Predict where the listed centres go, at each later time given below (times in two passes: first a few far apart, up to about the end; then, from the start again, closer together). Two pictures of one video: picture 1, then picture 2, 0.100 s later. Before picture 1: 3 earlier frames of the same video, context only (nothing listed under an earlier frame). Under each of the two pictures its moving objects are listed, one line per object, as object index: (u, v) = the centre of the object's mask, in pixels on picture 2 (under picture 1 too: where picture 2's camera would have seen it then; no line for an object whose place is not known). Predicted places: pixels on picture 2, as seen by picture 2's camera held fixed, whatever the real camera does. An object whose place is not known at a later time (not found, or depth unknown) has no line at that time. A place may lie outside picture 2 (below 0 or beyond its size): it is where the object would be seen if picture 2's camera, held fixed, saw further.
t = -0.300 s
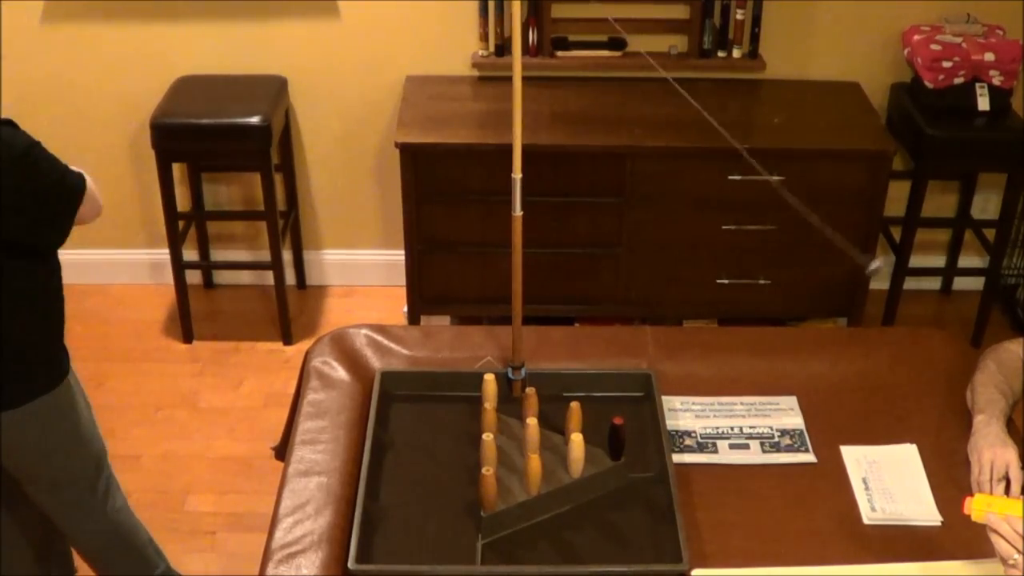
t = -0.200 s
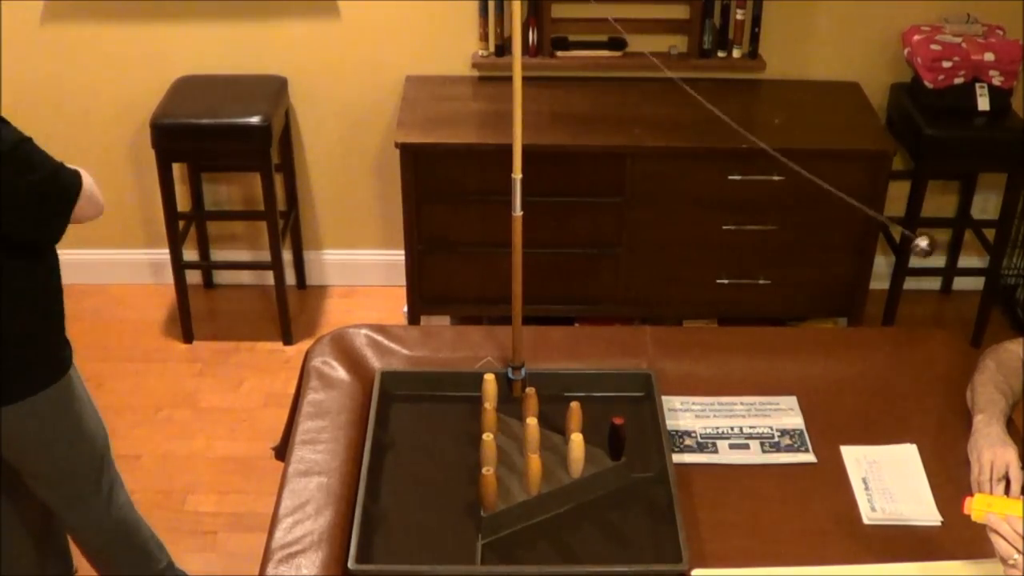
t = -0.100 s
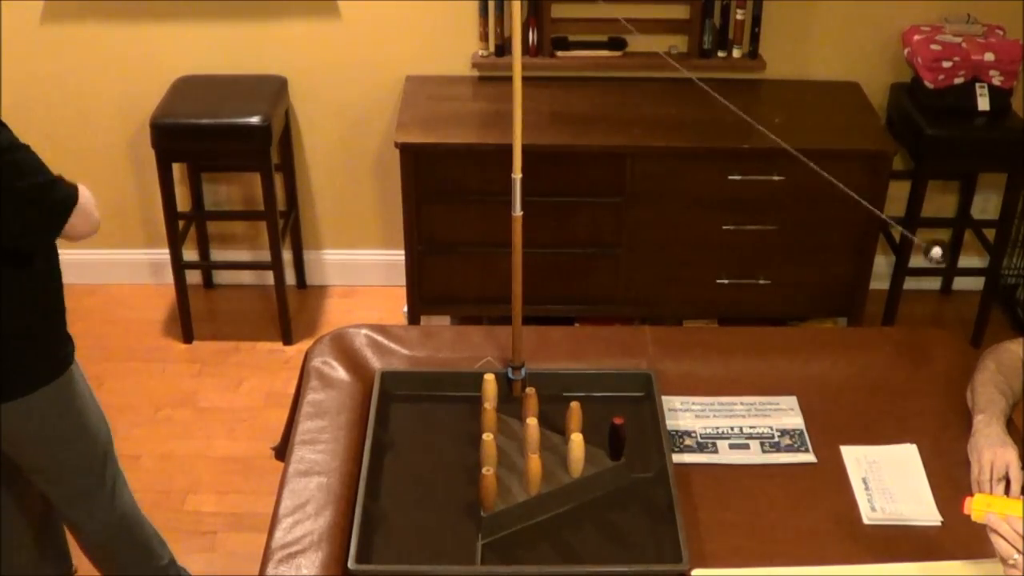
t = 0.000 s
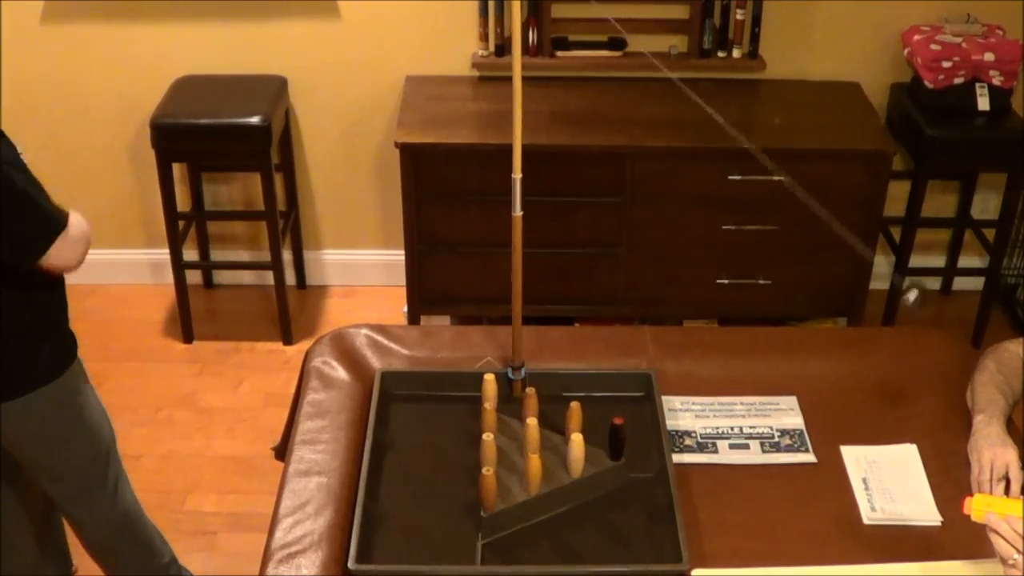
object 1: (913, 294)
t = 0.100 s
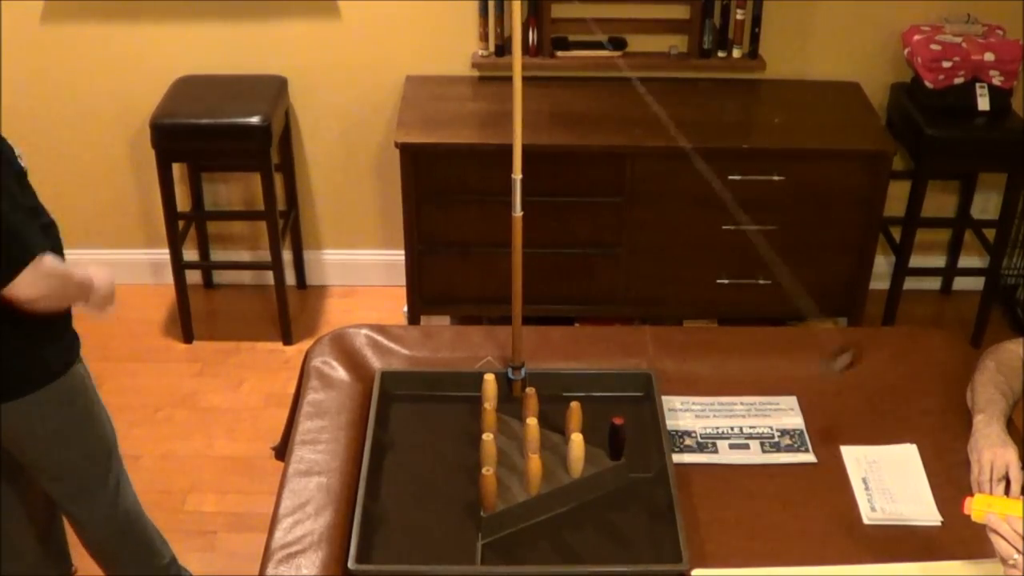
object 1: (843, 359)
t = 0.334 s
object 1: (557, 413)
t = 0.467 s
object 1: (506, 417)
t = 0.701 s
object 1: (454, 393)
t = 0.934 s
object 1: (437, 364)
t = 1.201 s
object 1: (459, 334)
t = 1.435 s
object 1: (496, 331)
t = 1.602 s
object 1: (529, 337)
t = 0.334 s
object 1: (557, 413)
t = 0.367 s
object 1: (544, 422)
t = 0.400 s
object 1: (530, 421)
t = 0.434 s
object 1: (517, 416)
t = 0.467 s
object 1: (506, 417)
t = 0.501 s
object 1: (499, 415)
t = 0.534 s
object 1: (490, 414)
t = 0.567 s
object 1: (482, 409)
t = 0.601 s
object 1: (473, 401)
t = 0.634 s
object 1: (466, 399)
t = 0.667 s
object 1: (455, 394)
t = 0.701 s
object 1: (454, 393)
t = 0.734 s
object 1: (450, 389)
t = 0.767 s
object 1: (446, 388)
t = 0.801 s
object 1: (444, 383)
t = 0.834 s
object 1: (444, 376)
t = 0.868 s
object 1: (440, 370)
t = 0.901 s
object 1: (438, 369)
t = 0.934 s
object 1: (437, 364)
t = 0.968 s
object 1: (436, 358)
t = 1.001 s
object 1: (437, 354)
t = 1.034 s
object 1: (438, 350)
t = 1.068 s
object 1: (441, 344)
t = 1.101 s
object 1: (445, 341)
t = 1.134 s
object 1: (449, 339)
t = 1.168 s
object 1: (454, 337)
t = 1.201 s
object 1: (459, 334)
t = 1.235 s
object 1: (465, 332)
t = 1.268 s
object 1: (470, 331)
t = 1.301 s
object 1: (475, 331)
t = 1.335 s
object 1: (480, 331)
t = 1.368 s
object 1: (485, 330)
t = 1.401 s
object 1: (490, 330)
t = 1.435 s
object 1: (496, 331)
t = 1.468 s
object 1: (502, 332)
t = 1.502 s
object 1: (506, 334)
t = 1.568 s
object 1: (527, 337)
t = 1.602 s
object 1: (529, 337)
